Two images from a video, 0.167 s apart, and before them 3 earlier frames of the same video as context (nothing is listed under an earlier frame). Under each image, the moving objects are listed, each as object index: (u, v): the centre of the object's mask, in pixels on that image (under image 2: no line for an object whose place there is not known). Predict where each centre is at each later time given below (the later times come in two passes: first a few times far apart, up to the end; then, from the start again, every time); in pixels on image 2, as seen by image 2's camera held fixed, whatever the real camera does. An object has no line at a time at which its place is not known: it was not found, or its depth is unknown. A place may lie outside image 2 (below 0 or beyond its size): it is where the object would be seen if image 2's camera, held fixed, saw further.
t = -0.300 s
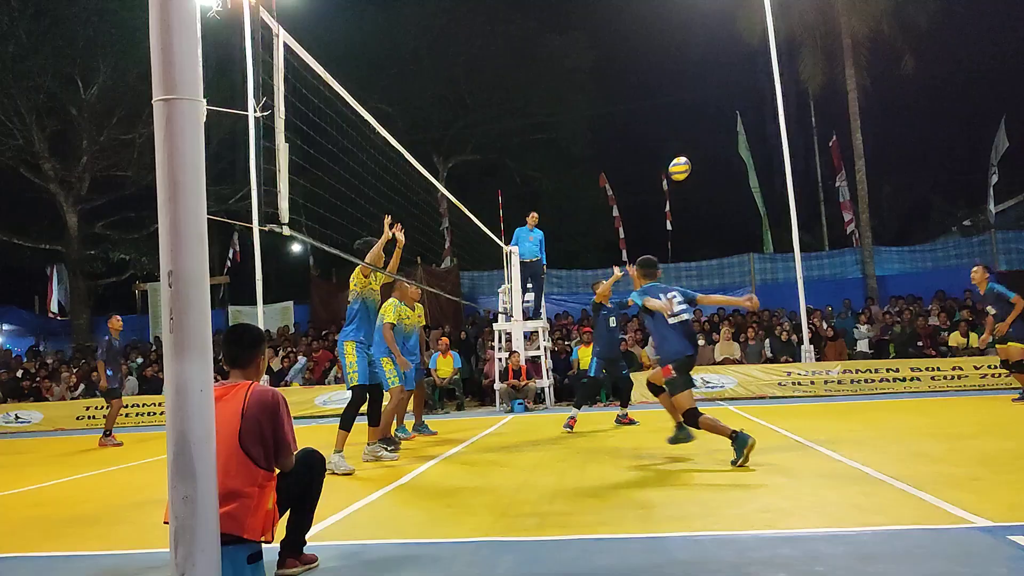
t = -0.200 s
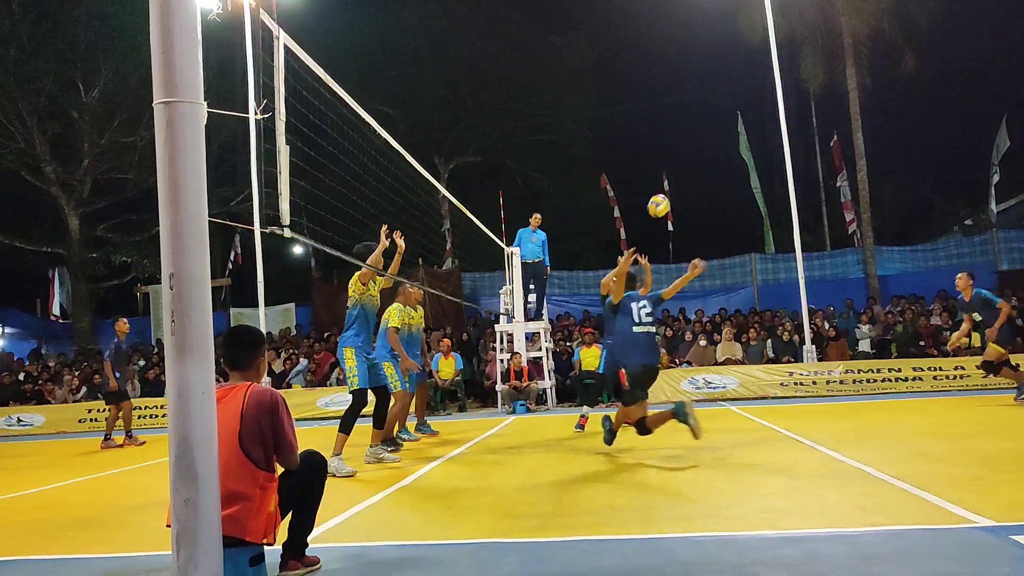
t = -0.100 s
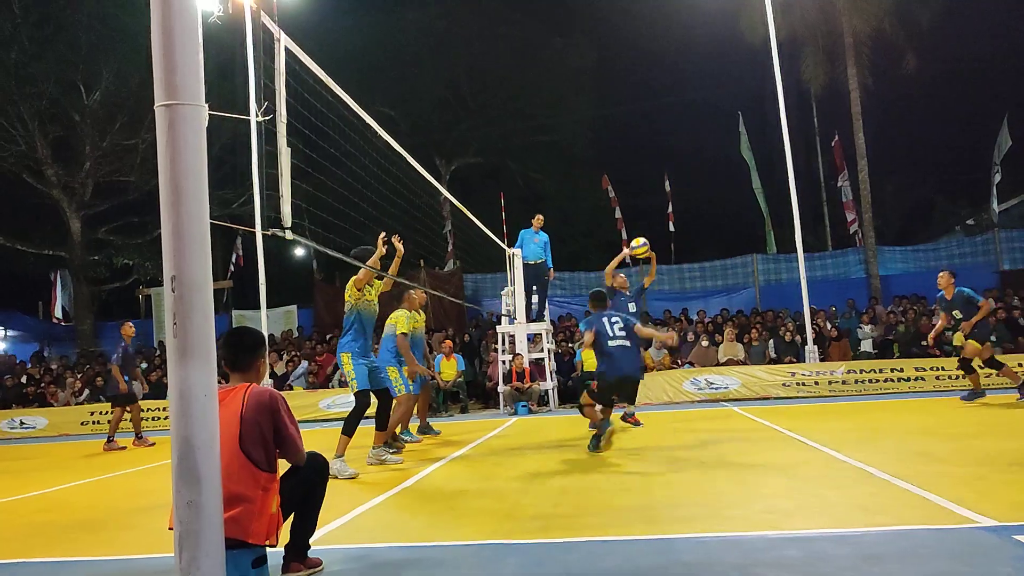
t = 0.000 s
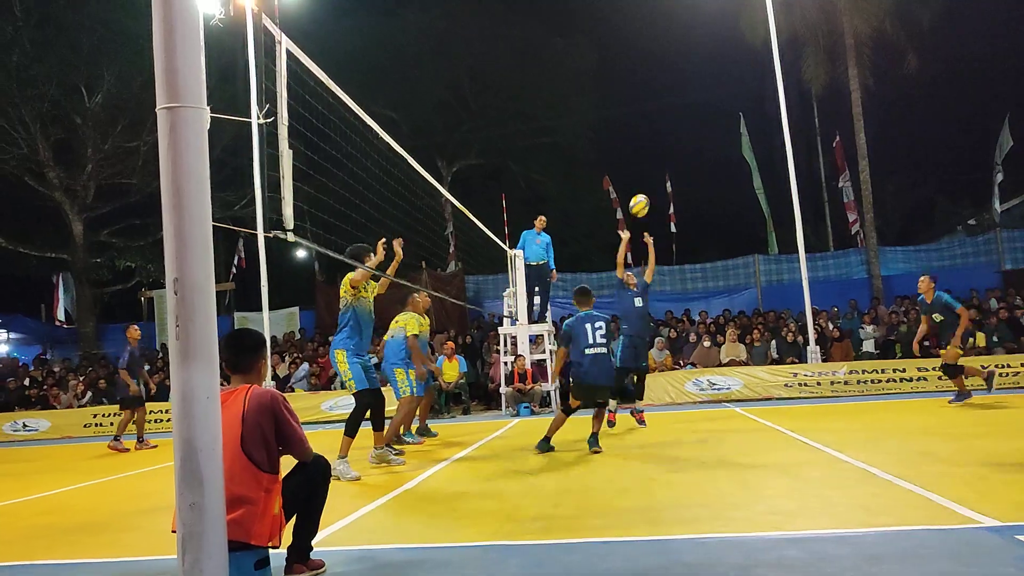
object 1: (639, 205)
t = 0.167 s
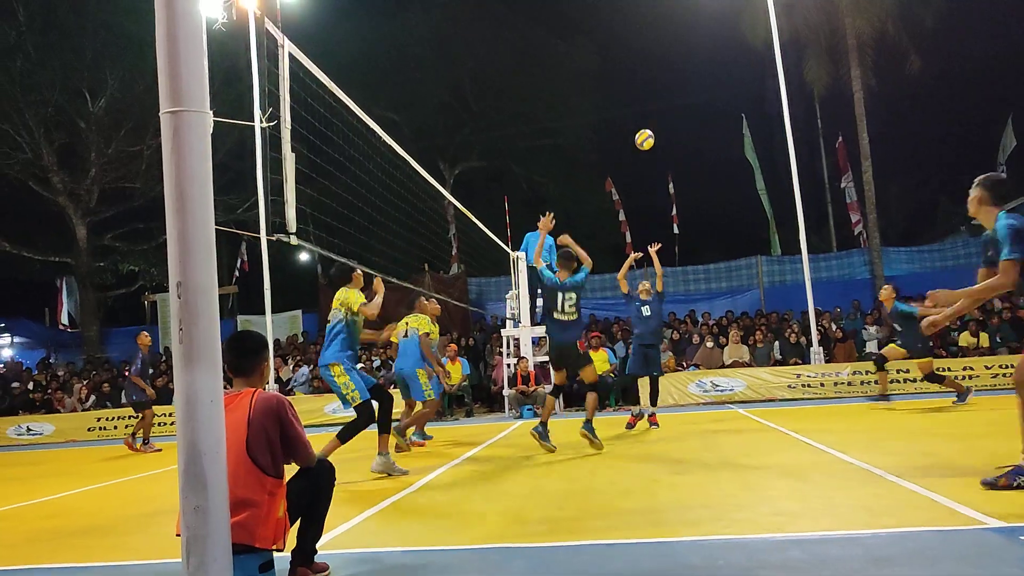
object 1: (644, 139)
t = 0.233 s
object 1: (646, 120)
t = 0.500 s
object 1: (656, 82)
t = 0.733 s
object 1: (667, 96)
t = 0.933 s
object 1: (678, 142)
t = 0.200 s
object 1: (645, 130)
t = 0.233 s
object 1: (646, 120)
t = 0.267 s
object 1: (648, 112)
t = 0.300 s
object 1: (649, 105)
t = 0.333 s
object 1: (650, 99)
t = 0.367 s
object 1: (651, 93)
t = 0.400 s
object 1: (652, 89)
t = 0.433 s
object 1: (654, 86)
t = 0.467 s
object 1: (655, 83)
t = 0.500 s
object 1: (656, 82)
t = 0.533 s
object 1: (658, 81)
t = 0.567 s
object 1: (659, 82)
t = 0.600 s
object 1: (660, 82)
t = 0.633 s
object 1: (662, 85)
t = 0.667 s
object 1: (664, 88)
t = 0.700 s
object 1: (665, 91)
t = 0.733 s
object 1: (667, 96)
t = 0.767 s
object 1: (669, 102)
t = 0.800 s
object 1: (670, 107)
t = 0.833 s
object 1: (672, 115)
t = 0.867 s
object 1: (674, 123)
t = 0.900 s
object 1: (676, 132)
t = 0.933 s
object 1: (678, 142)
